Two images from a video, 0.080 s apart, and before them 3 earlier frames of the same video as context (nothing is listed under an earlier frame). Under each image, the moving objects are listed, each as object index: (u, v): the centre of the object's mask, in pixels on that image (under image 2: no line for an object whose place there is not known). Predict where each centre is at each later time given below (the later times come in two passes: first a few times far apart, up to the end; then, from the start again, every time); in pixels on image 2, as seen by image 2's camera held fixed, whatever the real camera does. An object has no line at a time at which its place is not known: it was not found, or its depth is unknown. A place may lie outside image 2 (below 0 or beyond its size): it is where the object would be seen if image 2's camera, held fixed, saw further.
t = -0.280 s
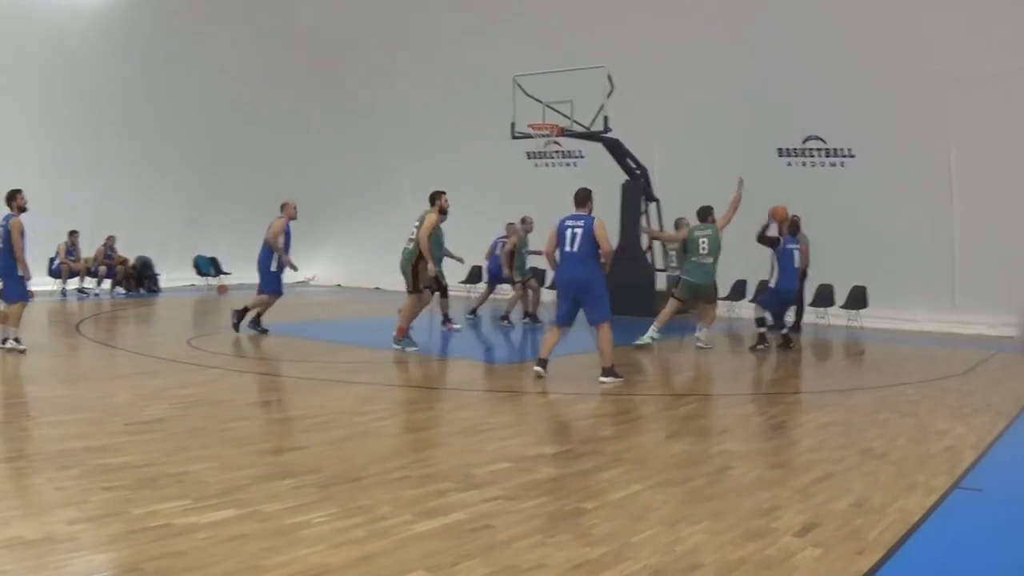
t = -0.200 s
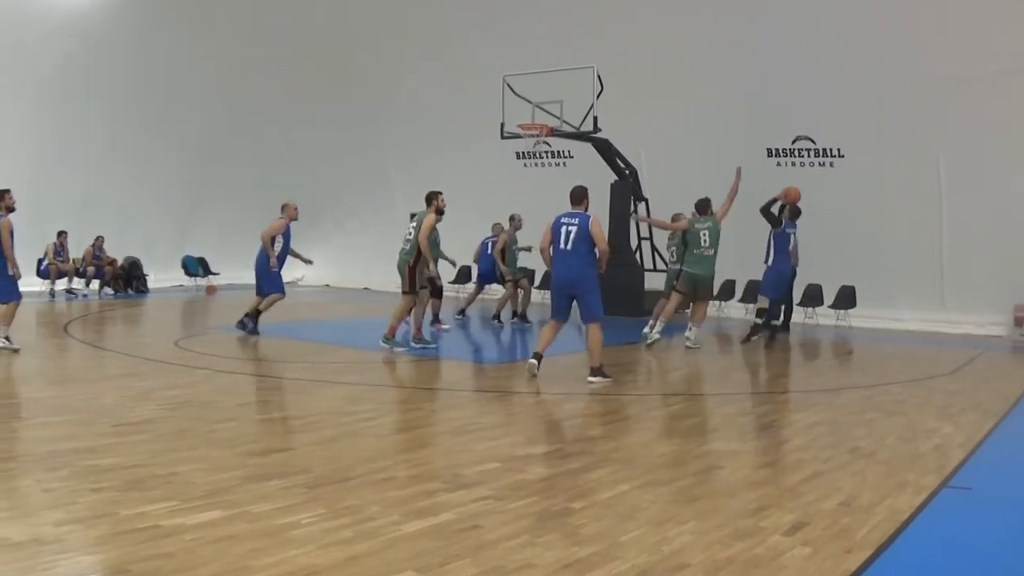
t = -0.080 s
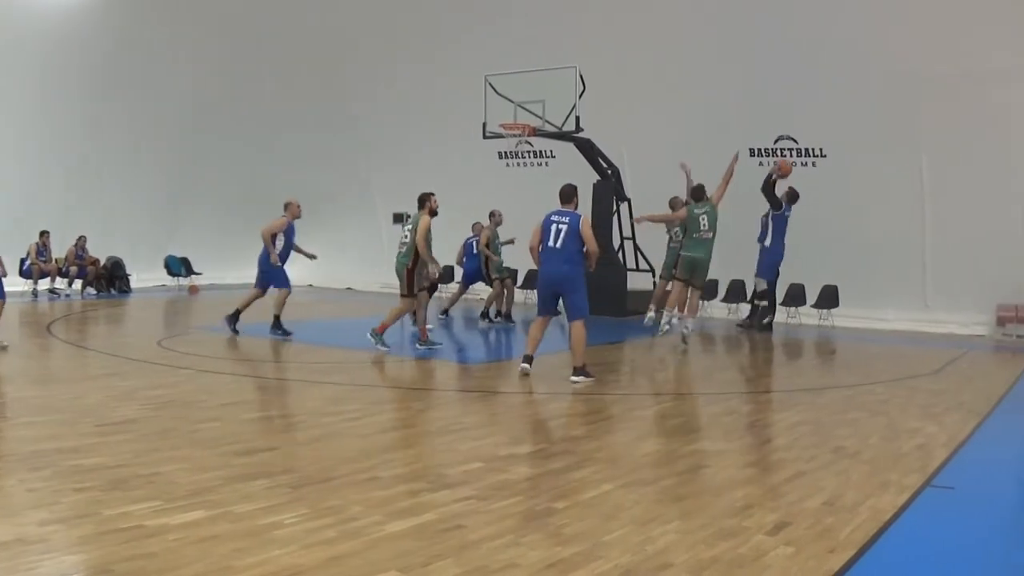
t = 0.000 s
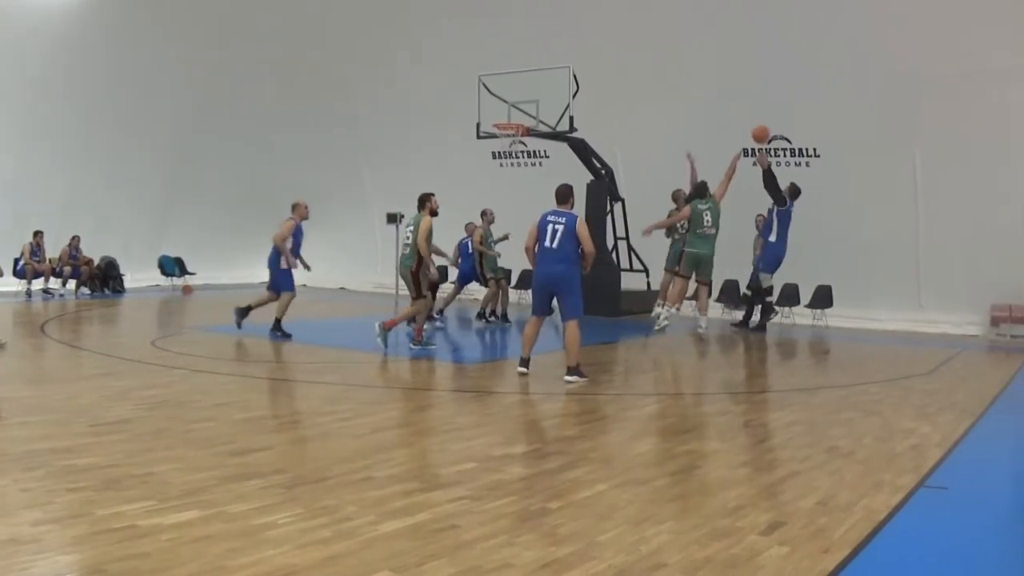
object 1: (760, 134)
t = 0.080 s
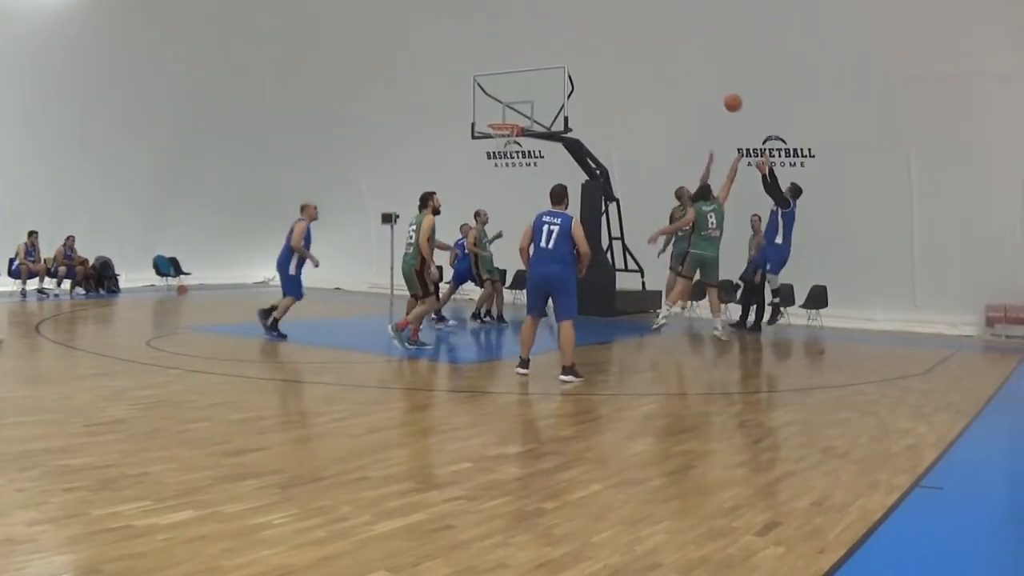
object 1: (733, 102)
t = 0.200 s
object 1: (700, 65)
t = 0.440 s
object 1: (640, 25)
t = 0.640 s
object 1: (593, 24)
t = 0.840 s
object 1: (549, 48)
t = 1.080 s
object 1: (497, 108)
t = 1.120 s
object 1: (490, 121)
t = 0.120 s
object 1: (722, 88)
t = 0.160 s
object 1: (711, 76)
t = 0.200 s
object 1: (700, 65)
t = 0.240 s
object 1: (690, 55)
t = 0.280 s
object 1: (680, 46)
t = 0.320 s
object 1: (669, 39)
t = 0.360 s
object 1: (660, 33)
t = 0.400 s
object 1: (649, 28)
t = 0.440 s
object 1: (640, 25)
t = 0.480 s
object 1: (630, 22)
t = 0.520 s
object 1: (621, 21)
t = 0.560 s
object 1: (611, 21)
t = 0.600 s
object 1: (602, 21)
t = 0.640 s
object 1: (593, 24)
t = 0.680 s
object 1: (584, 26)
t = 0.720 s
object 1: (575, 30)
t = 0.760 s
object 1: (566, 35)
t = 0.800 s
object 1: (557, 41)
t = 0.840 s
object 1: (549, 48)
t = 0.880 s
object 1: (540, 56)
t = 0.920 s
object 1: (531, 65)
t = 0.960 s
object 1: (523, 74)
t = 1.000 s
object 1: (515, 85)
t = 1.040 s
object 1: (507, 95)
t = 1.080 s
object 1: (497, 108)
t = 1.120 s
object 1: (490, 121)
